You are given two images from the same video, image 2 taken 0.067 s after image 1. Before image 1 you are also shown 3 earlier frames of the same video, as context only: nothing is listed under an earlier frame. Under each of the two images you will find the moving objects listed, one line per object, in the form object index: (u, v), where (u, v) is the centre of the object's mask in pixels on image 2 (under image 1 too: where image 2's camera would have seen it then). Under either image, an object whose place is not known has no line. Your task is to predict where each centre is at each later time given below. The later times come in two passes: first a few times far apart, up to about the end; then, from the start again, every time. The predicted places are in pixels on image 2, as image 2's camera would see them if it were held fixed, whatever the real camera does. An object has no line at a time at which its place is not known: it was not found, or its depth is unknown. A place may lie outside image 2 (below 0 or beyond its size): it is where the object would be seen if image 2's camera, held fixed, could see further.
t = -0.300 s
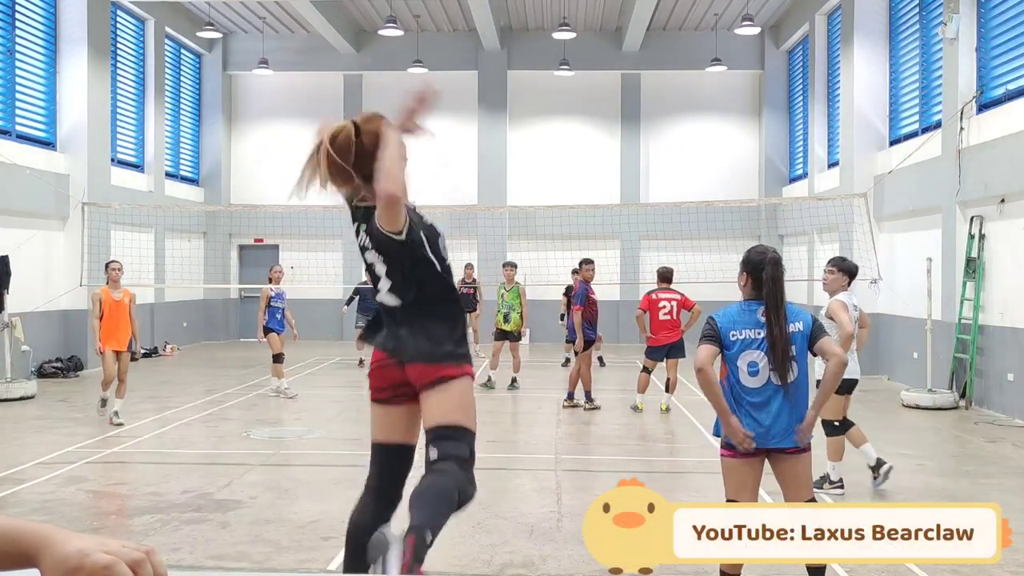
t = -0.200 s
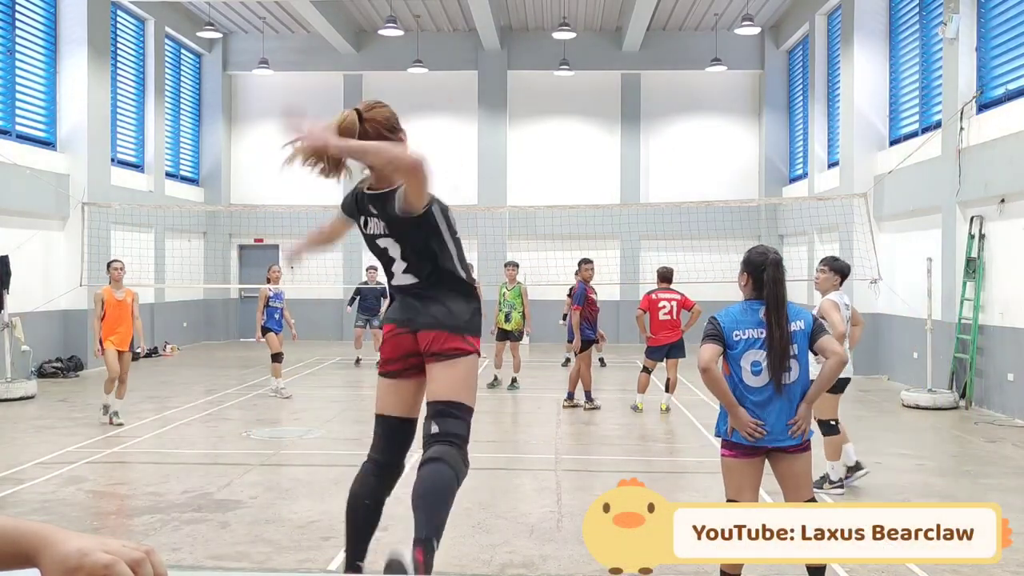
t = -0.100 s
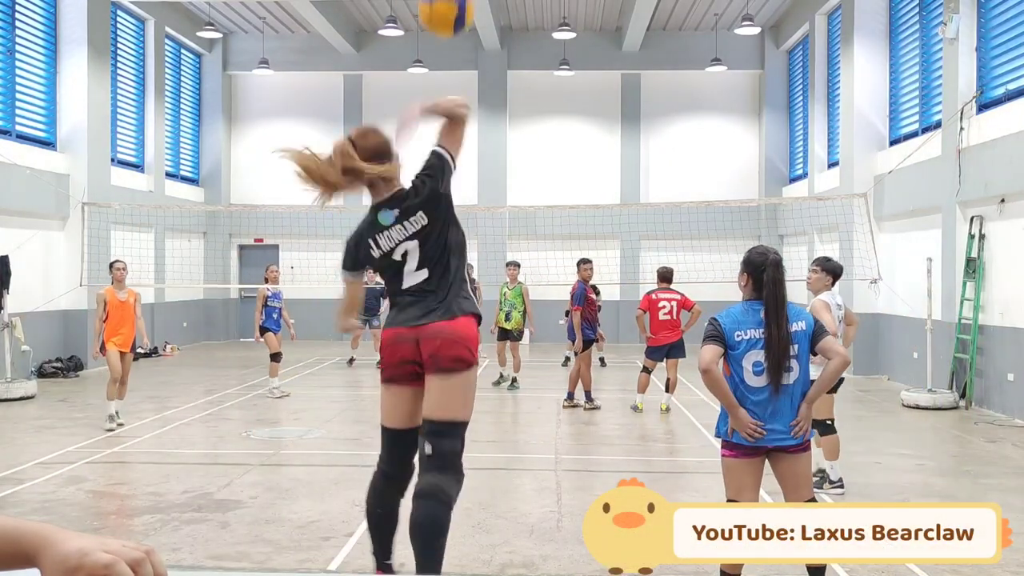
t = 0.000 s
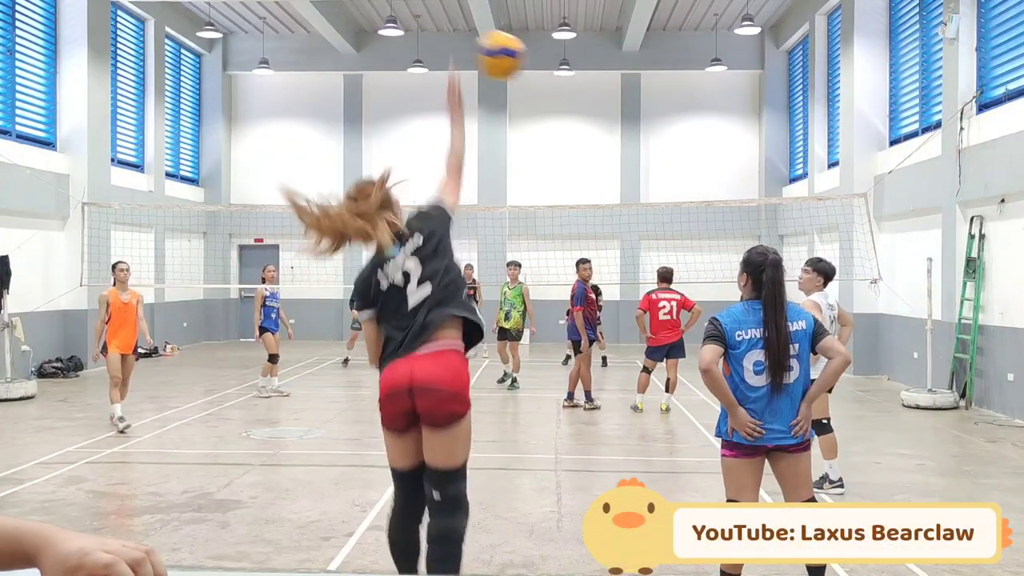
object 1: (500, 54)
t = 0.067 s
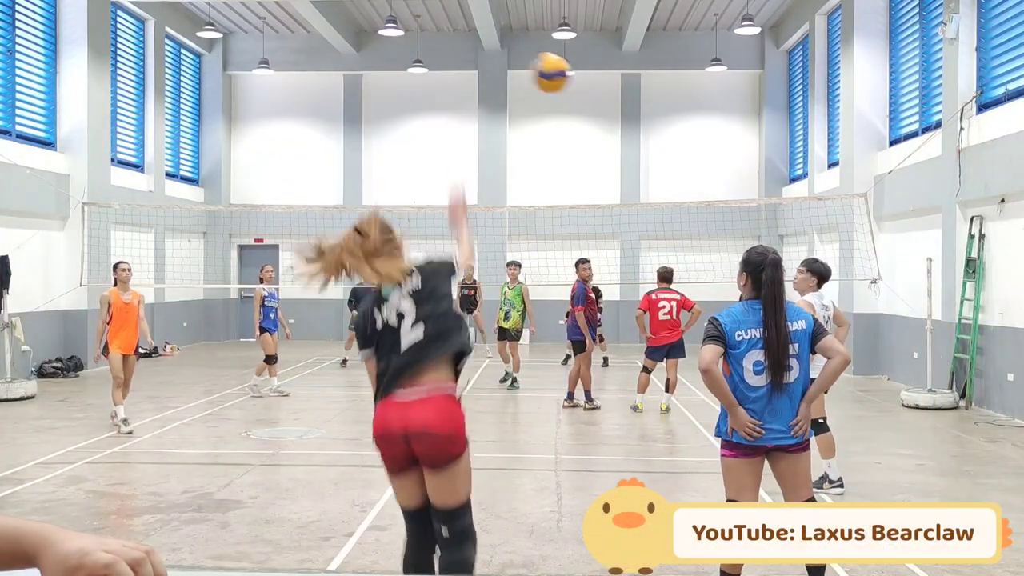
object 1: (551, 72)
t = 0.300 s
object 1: (632, 140)
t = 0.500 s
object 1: (667, 196)
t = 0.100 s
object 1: (569, 82)
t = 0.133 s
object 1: (584, 91)
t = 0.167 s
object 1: (596, 101)
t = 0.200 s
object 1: (607, 111)
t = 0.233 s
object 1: (616, 120)
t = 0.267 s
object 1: (625, 130)
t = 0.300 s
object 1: (632, 140)
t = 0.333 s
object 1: (639, 148)
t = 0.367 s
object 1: (645, 158)
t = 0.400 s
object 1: (651, 168)
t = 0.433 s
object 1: (657, 177)
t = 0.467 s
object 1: (662, 187)
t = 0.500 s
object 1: (667, 196)
